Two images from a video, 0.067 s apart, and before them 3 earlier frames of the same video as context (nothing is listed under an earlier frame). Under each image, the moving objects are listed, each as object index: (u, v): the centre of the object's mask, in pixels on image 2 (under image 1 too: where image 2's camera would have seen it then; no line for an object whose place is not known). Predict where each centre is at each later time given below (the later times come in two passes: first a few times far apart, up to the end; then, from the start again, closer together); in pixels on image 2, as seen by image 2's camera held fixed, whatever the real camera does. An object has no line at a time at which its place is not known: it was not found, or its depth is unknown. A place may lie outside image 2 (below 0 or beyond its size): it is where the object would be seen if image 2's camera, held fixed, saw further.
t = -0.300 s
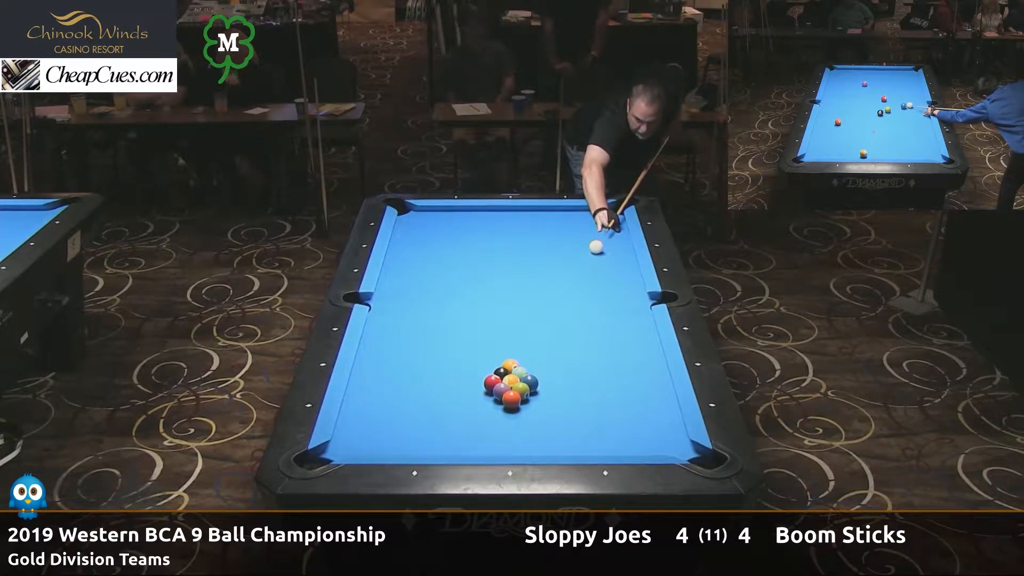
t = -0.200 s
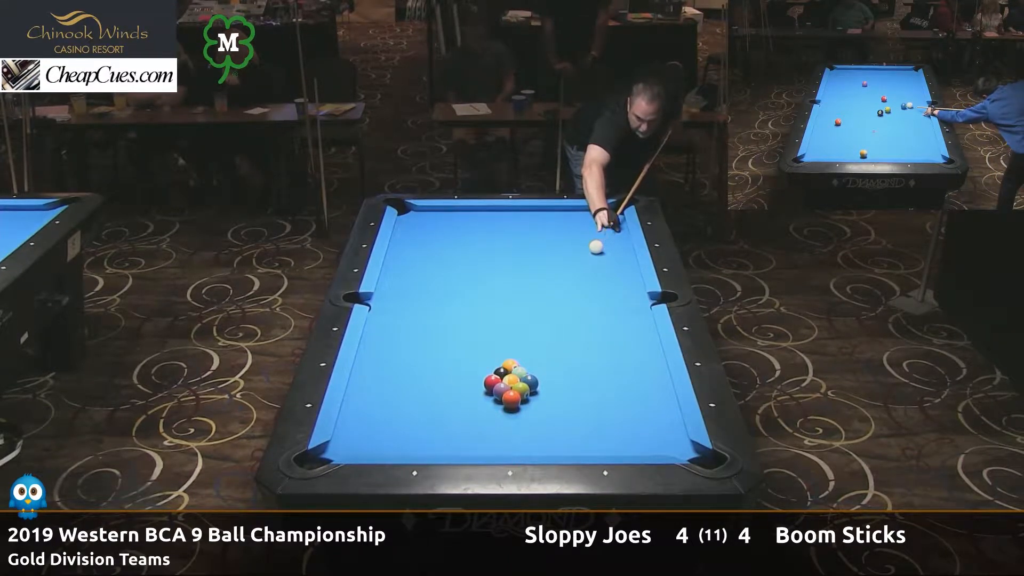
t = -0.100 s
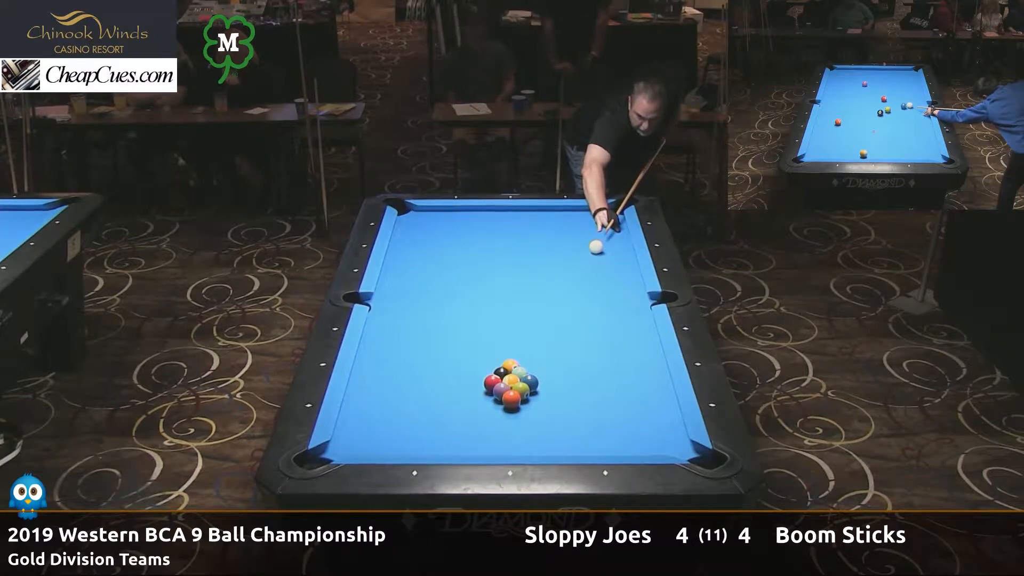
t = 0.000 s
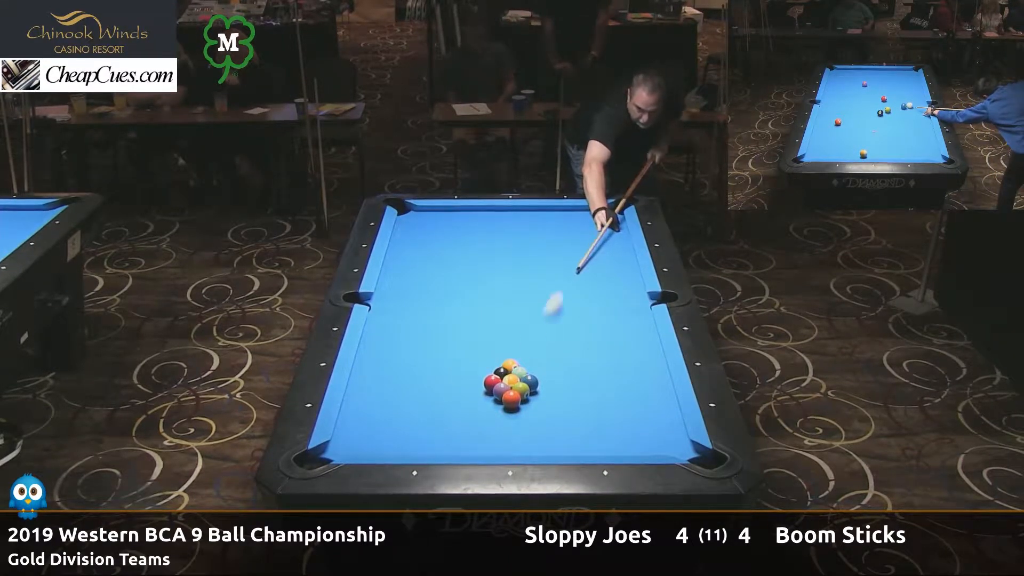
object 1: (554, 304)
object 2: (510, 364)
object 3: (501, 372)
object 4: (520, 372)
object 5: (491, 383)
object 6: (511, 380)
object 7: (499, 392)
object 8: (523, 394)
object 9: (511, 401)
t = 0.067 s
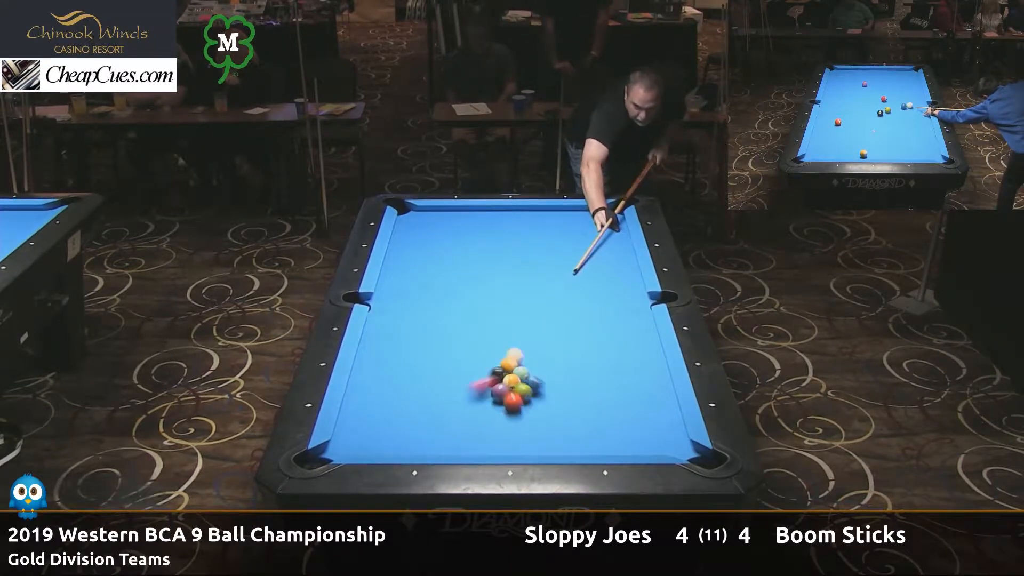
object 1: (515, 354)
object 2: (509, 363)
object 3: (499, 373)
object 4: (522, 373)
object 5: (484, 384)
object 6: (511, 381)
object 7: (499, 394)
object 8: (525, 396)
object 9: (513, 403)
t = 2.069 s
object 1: (396, 300)
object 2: (435, 233)
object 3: (570, 328)
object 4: (635, 332)
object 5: (364, 414)
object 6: (567, 354)
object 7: (554, 374)
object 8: (581, 337)
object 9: (569, 219)
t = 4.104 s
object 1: (387, 296)
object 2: (505, 227)
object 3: (599, 266)
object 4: (602, 324)
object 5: (355, 405)
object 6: (575, 335)
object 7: (646, 345)
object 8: (559, 329)
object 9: (579, 322)
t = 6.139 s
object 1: (387, 296)
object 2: (534, 241)
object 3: (569, 249)
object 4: (602, 323)
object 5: (355, 405)
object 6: (561, 386)
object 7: (649, 343)
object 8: (559, 329)
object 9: (598, 338)
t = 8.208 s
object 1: (387, 296)
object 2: (534, 241)
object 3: (568, 248)
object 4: (602, 323)
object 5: (355, 405)
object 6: (561, 395)
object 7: (649, 343)
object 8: (559, 329)
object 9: (598, 338)
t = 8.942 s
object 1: (386, 297)
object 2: (534, 241)
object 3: (568, 249)
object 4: (602, 323)
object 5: (355, 405)
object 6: (562, 395)
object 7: (649, 343)
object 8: (559, 329)
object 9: (598, 338)
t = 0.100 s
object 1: (514, 351)
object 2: (505, 360)
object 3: (486, 376)
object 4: (525, 374)
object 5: (440, 402)
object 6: (513, 382)
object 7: (494, 400)
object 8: (532, 402)
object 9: (520, 419)
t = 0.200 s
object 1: (508, 343)
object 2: (492, 352)
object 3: (455, 374)
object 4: (534, 371)
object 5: (341, 451)
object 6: (518, 380)
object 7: (479, 413)
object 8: (557, 421)
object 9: (537, 447)
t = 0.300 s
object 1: (502, 334)
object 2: (480, 342)
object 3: (428, 372)
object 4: (543, 368)
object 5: (345, 448)
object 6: (520, 378)
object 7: (464, 425)
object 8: (579, 438)
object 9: (541, 426)
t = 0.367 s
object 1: (497, 331)
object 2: (472, 336)
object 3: (410, 372)
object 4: (549, 367)
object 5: (361, 449)
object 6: (524, 376)
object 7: (454, 433)
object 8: (595, 446)
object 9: (544, 410)
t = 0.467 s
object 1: (490, 328)
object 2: (460, 326)
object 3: (384, 370)
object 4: (558, 364)
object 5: (381, 448)
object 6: (528, 375)
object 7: (438, 444)
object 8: (612, 445)
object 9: (547, 389)
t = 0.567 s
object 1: (482, 326)
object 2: (450, 317)
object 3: (360, 369)
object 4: (566, 362)
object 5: (400, 447)
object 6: (532, 372)
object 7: (424, 449)
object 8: (624, 437)
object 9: (550, 369)
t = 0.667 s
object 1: (475, 324)
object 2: (439, 309)
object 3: (378, 365)
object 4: (575, 359)
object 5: (396, 445)
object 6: (535, 371)
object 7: (436, 445)
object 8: (637, 427)
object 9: (553, 351)
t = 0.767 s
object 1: (467, 322)
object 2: (429, 301)
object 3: (394, 362)
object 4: (583, 356)
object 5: (392, 444)
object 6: (539, 369)
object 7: (447, 437)
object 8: (648, 419)
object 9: (554, 334)
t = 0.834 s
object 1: (463, 321)
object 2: (423, 296)
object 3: (404, 360)
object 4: (589, 355)
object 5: (390, 440)
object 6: (541, 368)
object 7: (453, 434)
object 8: (655, 412)
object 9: (555, 324)
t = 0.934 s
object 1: (456, 319)
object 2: (414, 288)
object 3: (420, 358)
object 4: (597, 352)
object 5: (388, 437)
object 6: (544, 366)
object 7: (464, 427)
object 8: (666, 404)
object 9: (557, 310)
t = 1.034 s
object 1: (450, 317)
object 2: (405, 281)
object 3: (435, 355)
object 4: (605, 350)
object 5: (385, 434)
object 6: (547, 365)
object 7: (473, 422)
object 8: (662, 397)
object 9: (558, 296)
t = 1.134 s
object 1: (444, 315)
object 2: (397, 274)
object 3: (450, 352)
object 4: (613, 348)
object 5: (382, 432)
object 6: (550, 363)
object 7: (482, 416)
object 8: (652, 390)
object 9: (560, 283)
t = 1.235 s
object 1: (438, 313)
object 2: (389, 267)
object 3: (465, 350)
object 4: (621, 346)
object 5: (379, 429)
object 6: (552, 362)
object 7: (491, 411)
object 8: (643, 383)
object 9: (561, 271)
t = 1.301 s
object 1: (434, 312)
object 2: (392, 264)
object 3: (474, 348)
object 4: (625, 344)
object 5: (378, 428)
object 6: (554, 361)
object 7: (497, 408)
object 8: (637, 379)
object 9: (562, 263)
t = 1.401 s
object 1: (428, 310)
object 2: (398, 259)
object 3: (488, 345)
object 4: (632, 342)
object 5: (375, 426)
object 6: (556, 360)
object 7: (505, 403)
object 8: (629, 373)
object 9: (563, 253)
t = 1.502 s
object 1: (423, 308)
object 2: (404, 255)
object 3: (501, 343)
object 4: (639, 340)
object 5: (373, 424)
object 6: (558, 359)
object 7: (514, 398)
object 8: (621, 367)
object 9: (564, 242)
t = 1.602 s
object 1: (418, 307)
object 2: (411, 251)
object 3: (514, 341)
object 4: (646, 338)
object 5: (371, 421)
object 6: (560, 358)
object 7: (521, 393)
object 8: (613, 361)
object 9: (565, 232)
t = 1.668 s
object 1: (414, 306)
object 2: (414, 248)
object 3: (523, 339)
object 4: (650, 336)
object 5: (370, 421)
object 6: (562, 357)
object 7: (526, 390)
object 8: (608, 358)
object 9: (566, 226)
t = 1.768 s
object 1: (409, 304)
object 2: (420, 244)
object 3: (536, 337)
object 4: (647, 335)
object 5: (368, 419)
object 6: (563, 356)
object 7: (534, 386)
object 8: (601, 352)
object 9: (567, 217)
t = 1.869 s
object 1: (405, 303)
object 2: (425, 240)
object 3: (548, 334)
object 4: (643, 334)
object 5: (367, 417)
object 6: (565, 356)
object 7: (541, 382)
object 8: (594, 347)
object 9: (567, 209)
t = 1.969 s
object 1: (400, 301)
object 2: (430, 236)
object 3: (560, 332)
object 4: (639, 333)
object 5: (365, 415)
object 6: (566, 355)
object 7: (548, 378)
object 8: (587, 342)
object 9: (568, 214)
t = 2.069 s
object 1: (396, 300)
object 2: (435, 233)
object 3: (570, 328)
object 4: (635, 332)
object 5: (364, 414)
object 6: (567, 354)
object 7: (554, 374)
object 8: (581, 337)
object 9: (569, 219)
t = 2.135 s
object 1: (393, 299)
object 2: (438, 230)
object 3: (576, 323)
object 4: (632, 331)
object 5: (363, 413)
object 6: (568, 353)
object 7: (559, 371)
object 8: (579, 336)
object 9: (569, 222)
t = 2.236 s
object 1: (390, 298)
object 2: (443, 227)
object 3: (585, 321)
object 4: (629, 330)
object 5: (362, 412)
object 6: (569, 352)
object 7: (565, 368)
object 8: (576, 335)
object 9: (570, 227)
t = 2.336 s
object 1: (386, 297)
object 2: (448, 224)
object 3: (592, 316)
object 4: (626, 330)
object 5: (361, 411)
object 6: (569, 351)
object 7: (571, 364)
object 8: (574, 335)
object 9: (570, 232)
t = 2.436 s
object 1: (382, 296)
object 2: (452, 221)
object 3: (600, 312)
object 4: (623, 329)
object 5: (360, 410)
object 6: (569, 350)
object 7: (576, 362)
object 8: (572, 334)
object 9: (570, 237)
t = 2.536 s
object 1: (380, 296)
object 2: (456, 218)
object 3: (607, 307)
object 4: (620, 328)
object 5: (359, 408)
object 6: (570, 350)
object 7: (583, 360)
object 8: (570, 333)
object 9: (571, 242)
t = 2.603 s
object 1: (381, 296)
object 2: (459, 216)
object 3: (611, 304)
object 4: (618, 328)
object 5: (359, 408)
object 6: (571, 349)
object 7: (586, 359)
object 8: (569, 332)
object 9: (571, 245)
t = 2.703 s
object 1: (382, 296)
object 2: (463, 213)
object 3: (618, 300)
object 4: (616, 327)
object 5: (358, 407)
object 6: (572, 347)
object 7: (592, 358)
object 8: (567, 331)
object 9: (571, 250)
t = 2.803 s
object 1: (383, 296)
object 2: (466, 210)
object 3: (625, 296)
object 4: (613, 327)
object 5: (357, 407)
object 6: (572, 345)
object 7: (597, 357)
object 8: (565, 330)
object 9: (572, 255)
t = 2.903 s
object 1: (385, 296)
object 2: (470, 210)
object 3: (631, 292)
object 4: (611, 326)
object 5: (357, 406)
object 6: (572, 344)
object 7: (603, 356)
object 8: (564, 330)
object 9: (573, 260)
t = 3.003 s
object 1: (385, 296)
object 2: (473, 211)
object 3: (637, 289)
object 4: (609, 326)
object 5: (356, 406)
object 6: (573, 342)
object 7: (608, 354)
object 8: (563, 330)
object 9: (573, 266)
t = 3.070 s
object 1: (386, 296)
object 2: (476, 212)
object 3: (636, 287)
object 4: (608, 325)
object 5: (355, 405)
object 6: (573, 342)
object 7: (611, 354)
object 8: (562, 330)
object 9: (573, 269)
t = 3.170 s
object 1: (386, 296)
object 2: (479, 214)
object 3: (632, 285)
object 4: (607, 325)
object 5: (355, 405)
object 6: (574, 341)
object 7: (615, 352)
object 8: (561, 330)
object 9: (574, 274)
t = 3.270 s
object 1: (387, 296)
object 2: (482, 216)
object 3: (627, 282)
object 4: (605, 325)
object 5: (355, 405)
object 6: (574, 340)
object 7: (619, 352)
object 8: (560, 330)
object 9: (575, 280)
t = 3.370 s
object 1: (387, 297)
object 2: (485, 217)
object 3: (623, 280)
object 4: (604, 325)
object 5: (355, 405)
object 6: (574, 339)
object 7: (623, 351)
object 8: (560, 329)
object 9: (575, 285)
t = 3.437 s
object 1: (387, 297)
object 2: (487, 218)
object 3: (621, 279)
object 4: (603, 325)
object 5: (355, 405)
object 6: (575, 339)
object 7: (626, 350)
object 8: (560, 329)
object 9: (575, 289)
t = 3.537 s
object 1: (387, 297)
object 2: (490, 220)
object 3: (617, 276)
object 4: (603, 324)
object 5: (355, 405)
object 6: (575, 338)
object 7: (630, 350)
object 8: (559, 329)
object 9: (576, 294)
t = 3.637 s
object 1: (387, 296)
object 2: (493, 221)
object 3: (614, 274)
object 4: (602, 324)
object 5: (355, 405)
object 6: (575, 337)
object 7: (633, 348)
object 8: (559, 329)
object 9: (577, 300)
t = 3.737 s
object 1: (387, 296)
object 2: (496, 223)
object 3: (610, 272)
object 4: (602, 324)
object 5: (355, 405)
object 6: (575, 337)
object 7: (636, 347)
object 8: (559, 329)
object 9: (577, 305)
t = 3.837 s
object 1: (387, 296)
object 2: (498, 224)
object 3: (607, 270)
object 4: (602, 324)
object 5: (355, 405)
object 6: (575, 335)
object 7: (639, 347)
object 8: (559, 329)
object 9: (577, 310)
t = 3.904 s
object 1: (387, 296)
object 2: (500, 225)
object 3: (605, 269)
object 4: (602, 324)
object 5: (355, 405)
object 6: (575, 335)
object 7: (641, 346)
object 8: (559, 329)
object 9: (578, 314)
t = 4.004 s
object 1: (387, 297)
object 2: (503, 226)
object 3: (602, 268)
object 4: (602, 324)
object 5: (355, 405)
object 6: (575, 335)
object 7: (644, 346)
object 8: (559, 330)
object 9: (579, 319)
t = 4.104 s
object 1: (387, 296)
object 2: (505, 227)
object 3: (599, 266)
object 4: (602, 324)
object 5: (355, 405)
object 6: (575, 335)
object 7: (646, 345)
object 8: (559, 329)
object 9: (579, 322)
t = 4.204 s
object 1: (387, 296)
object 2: (507, 228)
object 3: (596, 264)
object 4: (602, 324)
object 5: (355, 405)
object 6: (575, 336)
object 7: (649, 344)
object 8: (559, 329)
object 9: (581, 326)
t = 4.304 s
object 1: (387, 297)
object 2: (510, 229)
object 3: (594, 263)
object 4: (602, 324)
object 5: (355, 405)
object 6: (573, 340)
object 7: (651, 344)
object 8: (559, 330)
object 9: (583, 329)
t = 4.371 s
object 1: (387, 296)
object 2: (511, 230)
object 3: (593, 262)
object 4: (602, 324)
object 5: (355, 405)
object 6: (573, 343)
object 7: (652, 343)
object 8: (559, 330)
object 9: (584, 330)
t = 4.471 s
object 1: (387, 296)
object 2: (513, 231)
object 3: (590, 261)
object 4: (602, 324)
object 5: (355, 405)
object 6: (572, 346)
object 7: (651, 343)
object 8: (559, 329)
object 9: (586, 331)
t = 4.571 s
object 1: (387, 296)
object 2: (515, 232)
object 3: (588, 259)
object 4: (602, 324)
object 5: (355, 405)
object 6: (571, 349)
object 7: (650, 343)
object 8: (559, 329)
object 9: (588, 333)
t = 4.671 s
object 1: (387, 296)
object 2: (517, 233)
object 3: (586, 258)
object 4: (602, 324)
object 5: (355, 405)
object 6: (570, 352)
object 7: (650, 343)
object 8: (559, 329)
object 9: (589, 334)
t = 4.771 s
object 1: (387, 297)
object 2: (519, 234)
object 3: (584, 257)
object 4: (602, 324)
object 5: (355, 405)
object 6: (569, 355)
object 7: (649, 343)
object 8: (559, 329)
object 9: (591, 335)
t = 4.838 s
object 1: (387, 296)
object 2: (520, 235)
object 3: (583, 257)
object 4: (603, 324)
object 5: (355, 405)
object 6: (568, 357)
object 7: (649, 343)
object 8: (559, 329)
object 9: (592, 335)
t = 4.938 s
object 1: (387, 296)
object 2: (522, 235)
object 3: (581, 256)
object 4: (603, 323)
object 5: (355, 405)
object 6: (567, 360)
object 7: (649, 343)
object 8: (560, 329)
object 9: (593, 336)
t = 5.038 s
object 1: (387, 296)
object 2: (523, 236)
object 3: (579, 255)
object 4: (603, 323)
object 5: (355, 405)
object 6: (567, 362)
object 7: (649, 343)
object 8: (559, 329)
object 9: (594, 337)
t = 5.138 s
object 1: (387, 296)
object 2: (525, 237)
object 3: (578, 254)
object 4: (602, 323)
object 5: (355, 405)
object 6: (566, 365)
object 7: (649, 343)
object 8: (559, 329)
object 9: (595, 337)
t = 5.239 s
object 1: (387, 296)
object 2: (526, 237)
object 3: (576, 253)
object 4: (602, 323)
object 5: (355, 405)
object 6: (565, 367)
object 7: (649, 343)
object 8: (559, 329)
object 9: (596, 337)
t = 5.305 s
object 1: (387, 296)
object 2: (527, 238)
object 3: (575, 253)
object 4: (602, 323)
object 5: (355, 405)
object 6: (565, 369)
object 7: (649, 343)
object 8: (559, 329)
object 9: (596, 338)
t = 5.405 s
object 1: (387, 297)
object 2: (528, 238)
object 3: (574, 252)
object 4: (602, 323)
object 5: (355, 405)
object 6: (564, 371)
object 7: (649, 343)
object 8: (559, 329)
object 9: (597, 338)
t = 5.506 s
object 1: (387, 297)
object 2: (529, 239)
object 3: (573, 251)
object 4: (602, 323)
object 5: (355, 405)
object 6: (564, 374)
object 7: (649, 343)
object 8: (559, 329)
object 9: (597, 338)
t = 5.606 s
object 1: (387, 296)
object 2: (530, 240)
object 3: (572, 251)
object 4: (602, 323)
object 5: (355, 405)
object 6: (563, 376)
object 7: (649, 343)
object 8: (559, 329)
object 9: (598, 338)
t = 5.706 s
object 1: (387, 296)
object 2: (531, 240)
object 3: (571, 250)
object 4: (602, 323)
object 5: (355, 405)
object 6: (563, 378)
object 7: (649, 343)
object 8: (559, 329)
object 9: (598, 338)
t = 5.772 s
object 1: (387, 296)
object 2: (531, 240)
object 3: (570, 250)
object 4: (602, 323)
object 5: (355, 405)
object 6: (562, 379)
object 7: (649, 343)
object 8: (559, 329)
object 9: (598, 338)
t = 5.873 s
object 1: (387, 296)
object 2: (532, 240)
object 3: (570, 250)
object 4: (602, 323)
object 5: (355, 405)
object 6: (562, 381)
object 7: (649, 343)
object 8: (559, 329)
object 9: (598, 338)
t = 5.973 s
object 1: (387, 296)
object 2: (533, 240)
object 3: (569, 249)
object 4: (602, 323)
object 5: (355, 405)
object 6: (562, 383)
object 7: (649, 343)
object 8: (559, 329)
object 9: (598, 338)
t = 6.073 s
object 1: (387, 296)
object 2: (533, 241)
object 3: (569, 249)
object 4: (602, 323)
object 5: (355, 405)
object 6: (561, 384)
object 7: (649, 343)
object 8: (559, 329)
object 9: (598, 338)
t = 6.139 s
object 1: (387, 296)
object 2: (534, 241)
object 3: (569, 249)
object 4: (602, 323)
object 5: (355, 405)
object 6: (561, 386)
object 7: (649, 343)
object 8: (559, 329)
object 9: (598, 338)
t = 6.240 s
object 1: (387, 296)
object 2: (534, 241)
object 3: (568, 249)
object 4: (602, 323)
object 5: (355, 405)
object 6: (561, 387)
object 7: (649, 343)
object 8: (559, 329)
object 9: (598, 338)
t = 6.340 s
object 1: (387, 296)
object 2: (534, 241)
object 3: (568, 249)
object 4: (602, 323)
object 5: (355, 405)
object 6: (561, 389)
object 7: (649, 343)
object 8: (559, 329)
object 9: (598, 338)
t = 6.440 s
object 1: (387, 296)
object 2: (534, 241)
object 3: (568, 248)
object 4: (602, 323)
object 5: (355, 405)
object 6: (561, 390)
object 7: (649, 343)
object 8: (559, 329)
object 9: (598, 338)
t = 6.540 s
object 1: (387, 296)
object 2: (534, 241)
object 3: (568, 248)
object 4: (602, 323)
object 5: (355, 405)
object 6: (561, 391)
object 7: (649, 343)
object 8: (559, 329)
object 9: (598, 338)
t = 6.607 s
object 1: (387, 296)
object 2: (534, 241)
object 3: (568, 248)
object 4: (602, 323)
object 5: (355, 405)
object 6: (561, 392)
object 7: (649, 343)
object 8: (559, 329)
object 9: (598, 338)
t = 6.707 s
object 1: (387, 296)
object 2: (534, 241)
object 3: (568, 248)
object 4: (602, 323)
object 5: (355, 405)
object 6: (561, 392)
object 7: (649, 343)
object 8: (559, 329)
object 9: (598, 338)
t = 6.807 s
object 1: (387, 296)
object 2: (534, 241)
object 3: (568, 248)
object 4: (602, 323)
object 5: (355, 405)
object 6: (561, 393)
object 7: (650, 343)
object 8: (559, 329)
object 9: (598, 338)
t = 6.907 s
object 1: (387, 296)
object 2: (534, 241)
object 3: (568, 248)
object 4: (602, 323)
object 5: (355, 405)
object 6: (561, 394)
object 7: (650, 343)
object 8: (559, 329)
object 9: (598, 338)
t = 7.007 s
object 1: (387, 296)
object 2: (534, 241)
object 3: (568, 248)
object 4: (602, 323)
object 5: (355, 405)
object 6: (561, 394)
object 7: (649, 343)
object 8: (559, 329)
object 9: (598, 338)
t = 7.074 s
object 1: (387, 296)
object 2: (534, 241)
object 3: (568, 248)
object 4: (602, 323)
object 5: (355, 405)
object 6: (561, 395)
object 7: (649, 343)
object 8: (559, 329)
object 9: (598, 338)
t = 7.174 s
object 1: (387, 296)
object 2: (534, 241)
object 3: (568, 248)
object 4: (602, 323)
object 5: (355, 405)
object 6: (562, 395)
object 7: (649, 343)
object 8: (559, 329)
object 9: (598, 338)
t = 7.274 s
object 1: (387, 296)
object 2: (534, 241)
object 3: (568, 249)
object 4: (602, 323)
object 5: (355, 405)
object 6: (562, 395)
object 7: (649, 343)
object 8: (559, 329)
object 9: (598, 338)
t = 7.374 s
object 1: (387, 296)
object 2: (534, 241)
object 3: (568, 248)
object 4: (602, 323)
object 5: (355, 405)
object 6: (562, 395)
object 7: (649, 343)
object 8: (559, 329)
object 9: (598, 338)
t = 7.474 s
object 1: (387, 296)
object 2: (534, 241)
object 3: (568, 248)
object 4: (602, 323)
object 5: (355, 405)
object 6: (562, 395)
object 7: (649, 343)
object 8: (559, 330)
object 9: (598, 338)
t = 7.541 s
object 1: (387, 296)
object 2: (534, 241)
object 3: (568, 248)
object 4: (602, 323)
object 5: (355, 405)
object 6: (562, 395)
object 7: (649, 343)
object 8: (559, 329)
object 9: (598, 338)
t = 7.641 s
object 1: (387, 296)
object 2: (534, 241)
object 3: (568, 248)
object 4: (602, 323)
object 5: (355, 405)
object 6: (562, 395)
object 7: (649, 343)
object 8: (559, 329)
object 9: (598, 338)
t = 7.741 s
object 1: (387, 296)
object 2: (534, 241)
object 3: (568, 248)
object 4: (602, 323)
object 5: (355, 405)
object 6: (562, 395)
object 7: (649, 343)
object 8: (559, 329)
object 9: (598, 338)
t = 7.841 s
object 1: (387, 296)
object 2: (534, 241)
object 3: (568, 249)
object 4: (602, 323)
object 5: (355, 405)
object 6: (562, 395)
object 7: (649, 343)
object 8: (559, 329)
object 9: (598, 338)
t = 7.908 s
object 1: (387, 296)
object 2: (534, 241)
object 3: (568, 248)
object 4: (602, 323)
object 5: (355, 405)
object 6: (562, 395)
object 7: (649, 343)
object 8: (559, 329)
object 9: (598, 338)
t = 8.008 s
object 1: (387, 296)
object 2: (534, 241)
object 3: (568, 249)
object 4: (602, 323)
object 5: (355, 405)
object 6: (562, 395)
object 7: (649, 343)
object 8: (559, 329)
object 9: (598, 338)
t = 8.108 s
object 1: (387, 297)
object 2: (534, 241)
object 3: (568, 249)
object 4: (602, 323)
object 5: (355, 405)
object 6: (562, 395)
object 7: (649, 343)
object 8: (559, 329)
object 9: (598, 338)
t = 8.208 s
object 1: (387, 296)
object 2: (534, 241)
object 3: (568, 248)
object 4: (602, 323)
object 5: (355, 405)
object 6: (561, 395)
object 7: (649, 343)
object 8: (559, 329)
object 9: (598, 338)
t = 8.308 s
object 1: (386, 296)
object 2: (534, 241)
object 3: (568, 248)
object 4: (602, 323)
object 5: (355, 405)
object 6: (561, 395)
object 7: (649, 343)
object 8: (559, 329)
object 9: (598, 338)
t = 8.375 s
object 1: (386, 296)
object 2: (534, 241)
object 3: (568, 248)
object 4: (602, 323)
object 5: (355, 405)
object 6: (561, 395)
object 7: (649, 343)
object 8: (559, 329)
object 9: (598, 338)
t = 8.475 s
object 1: (386, 296)
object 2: (534, 241)
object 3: (568, 248)
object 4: (602, 323)
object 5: (355, 405)
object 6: (561, 395)
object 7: (649, 343)
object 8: (559, 329)
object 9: (598, 338)
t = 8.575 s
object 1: (386, 296)
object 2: (534, 241)
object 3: (568, 249)
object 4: (602, 323)
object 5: (355, 405)
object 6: (561, 395)
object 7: (649, 343)
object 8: (559, 329)
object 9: (598, 338)
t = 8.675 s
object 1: (386, 296)
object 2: (534, 241)
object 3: (568, 248)
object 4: (602, 323)
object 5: (355, 405)
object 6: (561, 395)
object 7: (649, 343)
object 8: (559, 329)
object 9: (598, 338)
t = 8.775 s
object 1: (386, 296)
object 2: (534, 241)
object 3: (568, 248)
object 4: (602, 323)
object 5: (355, 405)
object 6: (562, 395)
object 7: (649, 343)
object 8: (559, 329)
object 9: (598, 338)
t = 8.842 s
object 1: (386, 297)
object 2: (534, 241)
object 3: (568, 249)
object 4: (602, 323)
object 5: (355, 405)
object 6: (562, 395)
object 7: (649, 343)
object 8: (559, 329)
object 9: (598, 338)
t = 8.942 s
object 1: (386, 297)
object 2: (534, 241)
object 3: (568, 249)
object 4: (602, 323)
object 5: (355, 405)
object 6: (562, 395)
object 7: (649, 343)
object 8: (559, 329)
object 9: (598, 338)
